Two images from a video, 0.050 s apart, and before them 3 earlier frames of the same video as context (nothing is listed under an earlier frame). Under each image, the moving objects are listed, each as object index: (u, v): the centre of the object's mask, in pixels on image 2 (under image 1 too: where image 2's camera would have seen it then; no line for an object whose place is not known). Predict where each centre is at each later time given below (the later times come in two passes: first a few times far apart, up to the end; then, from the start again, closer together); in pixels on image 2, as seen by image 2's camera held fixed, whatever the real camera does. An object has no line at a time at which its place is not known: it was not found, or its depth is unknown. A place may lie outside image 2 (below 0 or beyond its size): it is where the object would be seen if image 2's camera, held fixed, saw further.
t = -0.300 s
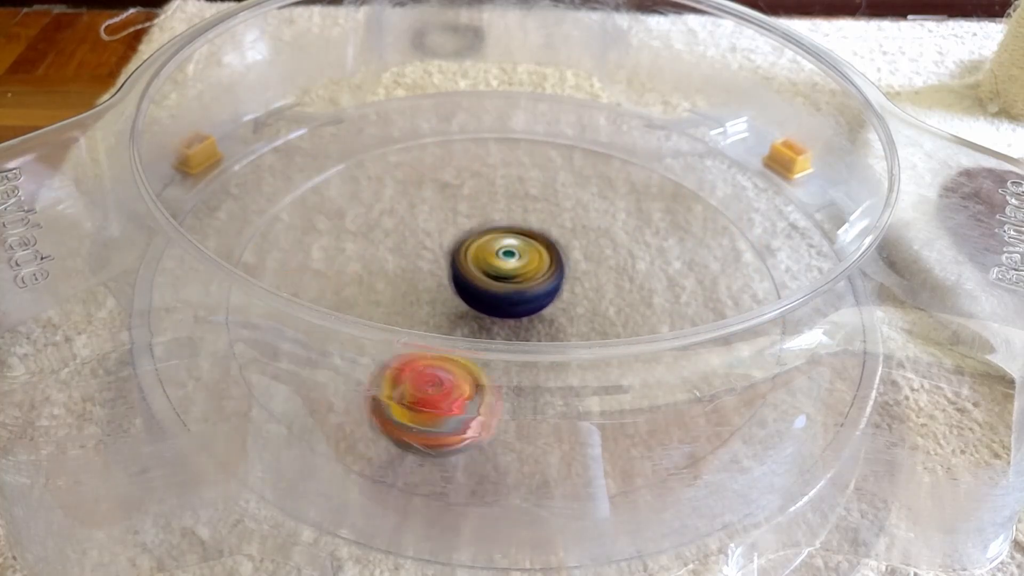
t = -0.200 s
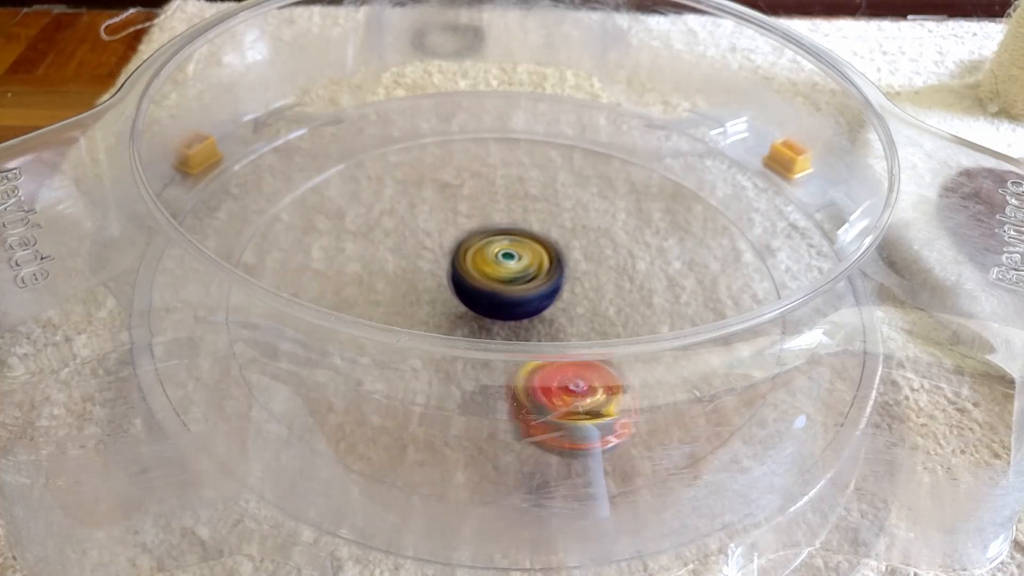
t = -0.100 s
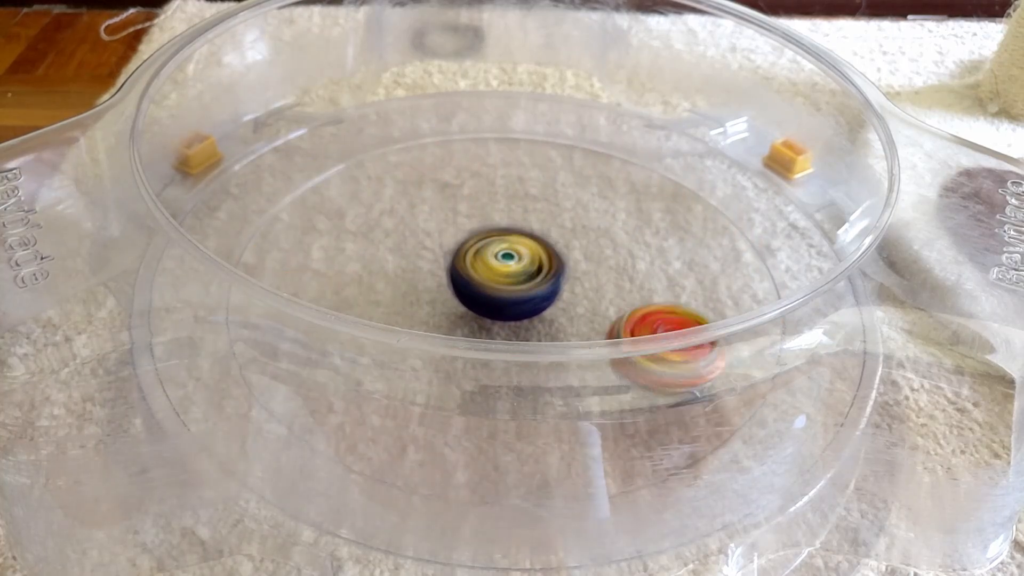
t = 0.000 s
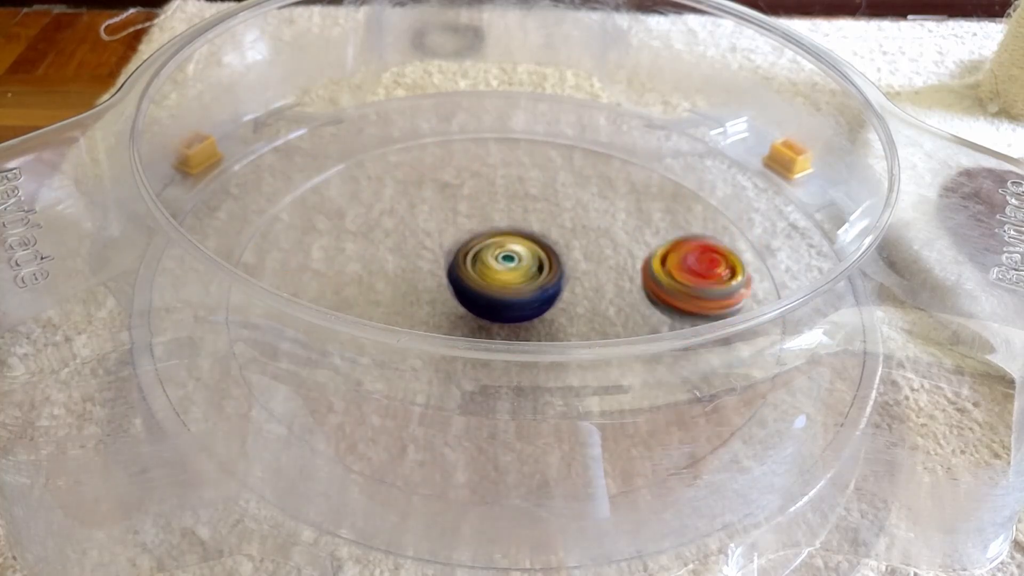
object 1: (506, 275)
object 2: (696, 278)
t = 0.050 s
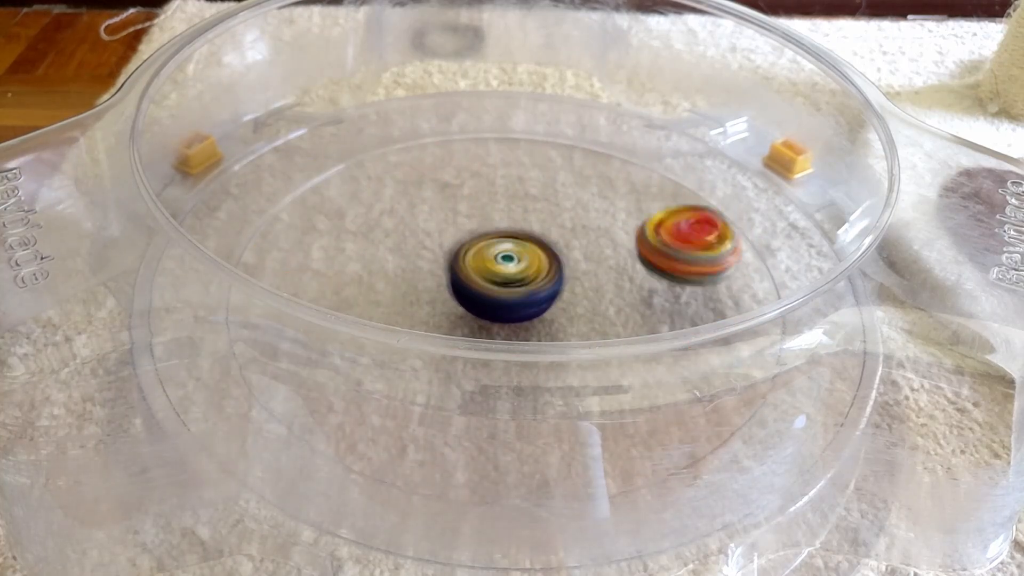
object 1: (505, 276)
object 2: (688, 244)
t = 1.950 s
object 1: (505, 277)
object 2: (503, 399)
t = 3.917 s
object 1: (506, 277)
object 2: (359, 290)
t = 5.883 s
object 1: (508, 274)
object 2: (416, 218)
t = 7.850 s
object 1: (529, 221)
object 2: (632, 280)
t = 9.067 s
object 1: (496, 323)
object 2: (540, 227)
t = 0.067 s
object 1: (506, 276)
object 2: (682, 233)
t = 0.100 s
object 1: (504, 276)
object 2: (667, 214)
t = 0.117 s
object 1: (505, 277)
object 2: (658, 204)
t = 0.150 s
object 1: (505, 277)
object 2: (637, 188)
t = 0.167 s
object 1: (505, 277)
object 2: (625, 181)
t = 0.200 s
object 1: (506, 278)
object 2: (598, 169)
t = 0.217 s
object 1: (505, 278)
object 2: (584, 163)
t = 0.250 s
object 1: (505, 278)
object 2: (555, 155)
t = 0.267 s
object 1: (505, 278)
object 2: (541, 153)
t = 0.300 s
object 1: (506, 280)
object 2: (510, 150)
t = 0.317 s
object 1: (506, 279)
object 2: (495, 149)
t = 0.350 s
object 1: (505, 279)
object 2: (465, 151)
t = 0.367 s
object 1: (506, 279)
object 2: (450, 154)
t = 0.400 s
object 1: (506, 278)
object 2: (421, 160)
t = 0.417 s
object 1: (506, 278)
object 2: (406, 165)
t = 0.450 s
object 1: (505, 278)
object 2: (381, 177)
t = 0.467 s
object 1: (506, 278)
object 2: (370, 184)
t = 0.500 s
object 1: (507, 277)
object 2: (348, 202)
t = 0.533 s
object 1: (507, 277)
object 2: (333, 221)
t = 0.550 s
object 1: (508, 277)
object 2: (327, 232)
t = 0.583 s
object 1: (507, 277)
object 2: (321, 258)
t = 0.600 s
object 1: (508, 277)
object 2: (321, 265)
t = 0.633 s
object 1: (508, 277)
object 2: (331, 281)
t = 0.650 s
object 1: (507, 277)
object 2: (331, 302)
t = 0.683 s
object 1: (507, 276)
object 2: (344, 334)
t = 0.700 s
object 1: (507, 276)
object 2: (353, 348)
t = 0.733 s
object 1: (507, 276)
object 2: (380, 376)
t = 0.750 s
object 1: (507, 276)
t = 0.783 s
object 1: (507, 276)
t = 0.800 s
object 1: (506, 275)
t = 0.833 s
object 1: (506, 276)
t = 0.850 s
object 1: (506, 276)
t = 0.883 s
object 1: (504, 275)
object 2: (564, 405)
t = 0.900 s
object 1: (505, 275)
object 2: (584, 403)
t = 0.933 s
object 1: (504, 275)
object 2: (623, 395)
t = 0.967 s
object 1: (503, 275)
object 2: (656, 385)
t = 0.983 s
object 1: (503, 274)
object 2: (666, 366)
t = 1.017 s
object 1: (502, 274)
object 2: (684, 330)
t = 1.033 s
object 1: (502, 274)
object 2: (690, 325)
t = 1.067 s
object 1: (502, 273)
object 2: (695, 297)
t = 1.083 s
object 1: (501, 273)
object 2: (699, 291)
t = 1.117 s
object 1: (501, 273)
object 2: (699, 273)
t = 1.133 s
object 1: (501, 273)
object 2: (695, 262)
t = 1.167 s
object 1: (501, 273)
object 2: (684, 242)
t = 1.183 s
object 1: (502, 274)
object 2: (677, 233)
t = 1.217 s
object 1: (501, 274)
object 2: (659, 216)
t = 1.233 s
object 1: (501, 273)
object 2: (648, 208)
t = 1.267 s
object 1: (500, 273)
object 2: (624, 195)
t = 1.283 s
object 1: (500, 274)
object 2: (611, 189)
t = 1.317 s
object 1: (500, 274)
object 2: (584, 181)
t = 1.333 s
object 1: (499, 274)
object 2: (569, 176)
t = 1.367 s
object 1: (500, 274)
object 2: (540, 171)
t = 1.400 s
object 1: (499, 274)
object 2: (510, 168)
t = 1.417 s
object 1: (500, 274)
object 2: (495, 168)
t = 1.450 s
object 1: (500, 275)
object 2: (465, 169)
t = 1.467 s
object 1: (500, 274)
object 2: (450, 171)
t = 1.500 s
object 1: (501, 275)
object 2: (422, 177)
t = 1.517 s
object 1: (501, 274)
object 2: (409, 181)
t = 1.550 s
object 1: (501, 274)
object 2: (384, 191)
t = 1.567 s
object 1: (502, 275)
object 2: (371, 197)
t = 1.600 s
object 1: (501, 275)
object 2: (351, 212)
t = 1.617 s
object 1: (501, 275)
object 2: (343, 220)
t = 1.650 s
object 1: (502, 275)
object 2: (330, 239)
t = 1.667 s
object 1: (502, 276)
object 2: (325, 249)
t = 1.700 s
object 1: (502, 276)
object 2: (323, 268)
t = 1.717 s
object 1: (502, 276)
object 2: (325, 274)
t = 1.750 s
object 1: (504, 276)
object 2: (328, 301)
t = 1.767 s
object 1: (504, 276)
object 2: (332, 311)
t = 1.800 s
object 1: (503, 276)
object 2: (347, 344)
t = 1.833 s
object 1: (504, 277)
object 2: (370, 372)
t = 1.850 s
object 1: (505, 277)
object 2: (387, 377)
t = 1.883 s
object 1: (504, 277)
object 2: (424, 389)
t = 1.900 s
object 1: (505, 277)
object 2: (443, 392)
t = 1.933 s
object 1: (505, 277)
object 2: (482, 399)
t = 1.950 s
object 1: (505, 277)
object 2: (503, 399)
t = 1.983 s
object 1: (506, 277)
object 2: (541, 398)
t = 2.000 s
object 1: (506, 277)
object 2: (561, 397)
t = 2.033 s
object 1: (506, 277)
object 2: (596, 388)
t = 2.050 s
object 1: (506, 277)
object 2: (610, 375)
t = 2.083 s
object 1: (505, 276)
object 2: (634, 356)
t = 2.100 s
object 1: (507, 277)
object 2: (643, 337)
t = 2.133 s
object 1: (507, 276)
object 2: (654, 309)
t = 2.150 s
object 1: (507, 276)
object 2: (661, 304)
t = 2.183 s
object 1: (508, 277)
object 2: (671, 290)
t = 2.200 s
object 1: (508, 276)
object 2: (672, 282)
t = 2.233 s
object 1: (508, 276)
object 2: (670, 261)
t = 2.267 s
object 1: (509, 276)
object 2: (662, 242)
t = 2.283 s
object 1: (508, 275)
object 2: (656, 233)
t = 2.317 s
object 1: (509, 276)
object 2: (641, 215)
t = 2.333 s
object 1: (509, 276)
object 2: (632, 208)
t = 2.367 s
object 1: (508, 274)
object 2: (612, 194)
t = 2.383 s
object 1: (508, 274)
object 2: (600, 188)
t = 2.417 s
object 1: (508, 274)
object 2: (576, 178)
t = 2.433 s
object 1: (508, 274)
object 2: (564, 175)
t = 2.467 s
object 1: (507, 275)
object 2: (538, 169)
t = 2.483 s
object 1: (508, 274)
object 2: (524, 168)
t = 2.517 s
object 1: (508, 274)
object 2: (497, 167)
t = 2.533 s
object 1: (507, 274)
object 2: (483, 168)
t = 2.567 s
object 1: (507, 274)
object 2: (457, 171)
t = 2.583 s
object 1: (507, 274)
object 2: (444, 174)
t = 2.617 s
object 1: (506, 274)
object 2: (419, 182)
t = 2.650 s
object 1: (506, 273)
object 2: (397, 194)
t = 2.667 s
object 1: (506, 273)
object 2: (387, 199)
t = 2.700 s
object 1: (506, 273)
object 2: (370, 216)
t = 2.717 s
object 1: (507, 273)
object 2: (363, 224)
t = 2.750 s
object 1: (505, 272)
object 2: (353, 243)
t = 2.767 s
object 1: (506, 272)
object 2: (350, 253)
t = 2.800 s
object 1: (506, 272)
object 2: (350, 274)
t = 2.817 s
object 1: (505, 272)
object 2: (353, 280)
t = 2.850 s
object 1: (506, 272)
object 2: (366, 294)
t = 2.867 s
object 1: (505, 273)
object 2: (367, 314)
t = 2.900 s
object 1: (504, 272)
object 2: (384, 343)
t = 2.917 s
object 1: (504, 272)
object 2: (394, 351)
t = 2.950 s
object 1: (505, 273)
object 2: (423, 369)
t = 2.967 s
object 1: (505, 273)
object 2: (437, 385)
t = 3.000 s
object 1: (504, 273)
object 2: (472, 392)
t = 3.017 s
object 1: (504, 272)
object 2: (491, 395)
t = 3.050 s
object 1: (504, 272)
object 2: (526, 396)
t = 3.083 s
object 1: (504, 273)
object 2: (562, 391)
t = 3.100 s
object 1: (504, 273)
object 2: (578, 389)
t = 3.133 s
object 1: (503, 273)
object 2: (608, 374)
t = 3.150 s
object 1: (503, 273)
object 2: (621, 360)
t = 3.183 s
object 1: (504, 273)
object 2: (642, 337)
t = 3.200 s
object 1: (504, 273)
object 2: (649, 332)
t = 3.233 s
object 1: (502, 274)
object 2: (658, 306)
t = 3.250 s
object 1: (503, 274)
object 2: (664, 302)
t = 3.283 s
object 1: (503, 274)
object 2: (669, 289)
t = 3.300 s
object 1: (504, 274)
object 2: (670, 280)
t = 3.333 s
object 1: (504, 275)
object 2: (663, 261)
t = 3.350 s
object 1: (503, 275)
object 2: (659, 253)
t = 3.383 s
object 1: (503, 274)
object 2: (644, 236)
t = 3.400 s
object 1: (502, 275)
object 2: (637, 228)
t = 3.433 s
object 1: (503, 274)
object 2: (618, 216)
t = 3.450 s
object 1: (502, 275)
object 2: (606, 209)
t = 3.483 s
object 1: (502, 275)
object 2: (583, 200)
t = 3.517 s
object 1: (503, 275)
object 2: (557, 192)
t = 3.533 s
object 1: (503, 275)
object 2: (545, 189)
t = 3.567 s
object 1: (503, 276)
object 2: (518, 186)
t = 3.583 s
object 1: (504, 276)
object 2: (505, 185)
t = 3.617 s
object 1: (504, 276)
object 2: (479, 186)
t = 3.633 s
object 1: (505, 276)
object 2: (465, 187)
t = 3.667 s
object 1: (505, 277)
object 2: (440, 191)
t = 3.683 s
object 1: (505, 276)
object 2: (427, 194)
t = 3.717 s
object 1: (504, 276)
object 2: (405, 202)
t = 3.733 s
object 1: (504, 277)
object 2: (394, 208)
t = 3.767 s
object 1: (504, 276)
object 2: (376, 220)
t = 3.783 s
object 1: (505, 276)
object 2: (368, 228)
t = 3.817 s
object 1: (505, 276)
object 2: (356, 244)
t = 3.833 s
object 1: (506, 277)
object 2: (352, 254)
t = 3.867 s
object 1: (506, 277)
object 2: (349, 271)
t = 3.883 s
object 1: (506, 277)
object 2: (351, 279)
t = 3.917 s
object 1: (506, 277)
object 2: (359, 290)
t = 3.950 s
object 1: (506, 277)
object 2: (367, 316)
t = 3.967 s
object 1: (506, 277)
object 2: (376, 323)
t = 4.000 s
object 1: (506, 277)
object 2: (395, 350)
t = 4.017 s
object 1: (506, 277)
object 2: (407, 358)
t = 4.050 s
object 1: (506, 277)
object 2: (437, 369)
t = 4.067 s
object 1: (505, 277)
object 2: (452, 382)
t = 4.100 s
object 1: (506, 276)
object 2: (485, 387)
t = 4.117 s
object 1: (506, 276)
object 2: (502, 387)
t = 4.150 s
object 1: (504, 277)
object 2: (536, 376)
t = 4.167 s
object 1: (504, 276)
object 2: (552, 369)
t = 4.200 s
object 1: (506, 277)
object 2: (580, 361)
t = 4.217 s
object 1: (506, 276)
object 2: (591, 361)
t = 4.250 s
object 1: (504, 277)
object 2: (612, 333)
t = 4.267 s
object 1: (504, 276)
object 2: (622, 325)
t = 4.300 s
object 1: (504, 276)
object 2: (633, 307)
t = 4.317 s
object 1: (504, 276)
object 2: (639, 301)
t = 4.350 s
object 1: (504, 276)
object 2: (645, 288)
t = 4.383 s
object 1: (505, 276)
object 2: (644, 270)
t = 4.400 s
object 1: (504, 276)
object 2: (643, 261)
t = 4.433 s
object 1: (504, 275)
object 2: (635, 245)
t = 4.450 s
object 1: (503, 275)
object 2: (630, 237)
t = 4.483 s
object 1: (503, 275)
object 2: (616, 223)
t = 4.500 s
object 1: (503, 275)
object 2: (608, 217)
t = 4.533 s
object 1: (502, 275)
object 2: (591, 205)
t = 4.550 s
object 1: (503, 276)
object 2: (580, 201)
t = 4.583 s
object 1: (504, 275)
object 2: (558, 193)
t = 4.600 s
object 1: (503, 274)
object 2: (547, 190)
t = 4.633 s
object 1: (502, 275)
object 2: (523, 187)
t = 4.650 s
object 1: (503, 275)
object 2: (512, 185)
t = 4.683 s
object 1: (503, 276)
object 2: (488, 186)
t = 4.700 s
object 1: (502, 274)
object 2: (477, 187)
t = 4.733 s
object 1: (502, 274)
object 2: (454, 191)
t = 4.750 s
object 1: (502, 275)
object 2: (443, 194)
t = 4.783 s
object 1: (502, 274)
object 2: (423, 203)
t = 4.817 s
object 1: (502, 275)
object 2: (405, 213)
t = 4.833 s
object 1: (501, 275)
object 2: (397, 221)
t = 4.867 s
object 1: (501, 274)
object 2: (385, 234)
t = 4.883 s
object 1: (501, 275)
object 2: (381, 242)
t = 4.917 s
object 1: (500, 274)
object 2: (375, 258)
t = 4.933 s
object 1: (501, 274)
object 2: (374, 267)
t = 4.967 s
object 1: (501, 274)
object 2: (378, 284)
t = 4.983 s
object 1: (501, 274)
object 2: (381, 288)
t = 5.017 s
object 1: (501, 274)
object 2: (395, 299)
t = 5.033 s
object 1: (501, 275)
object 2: (398, 312)
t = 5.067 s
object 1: (503, 275)
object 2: (415, 331)
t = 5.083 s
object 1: (502, 274)
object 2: (427, 333)
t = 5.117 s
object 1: (502, 273)
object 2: (449, 355)
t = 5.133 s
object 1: (502, 273)
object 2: (463, 361)
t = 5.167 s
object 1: (503, 273)
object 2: (490, 369)
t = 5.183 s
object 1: (502, 272)
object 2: (503, 370)
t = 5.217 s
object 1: (501, 273)
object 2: (535, 369)
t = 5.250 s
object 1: (503, 274)
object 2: (563, 362)
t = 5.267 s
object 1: (503, 274)
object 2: (575, 361)
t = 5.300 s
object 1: (502, 273)
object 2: (596, 341)
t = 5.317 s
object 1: (502, 273)
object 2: (606, 339)
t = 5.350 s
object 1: (502, 274)
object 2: (621, 324)
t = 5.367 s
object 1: (503, 274)
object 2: (627, 311)
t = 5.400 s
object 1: (503, 274)
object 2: (635, 303)
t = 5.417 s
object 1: (503, 274)
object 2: (638, 296)
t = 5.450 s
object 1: (504, 273)
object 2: (640, 282)
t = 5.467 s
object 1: (504, 273)
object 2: (638, 274)
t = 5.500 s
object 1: (504, 273)
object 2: (631, 259)
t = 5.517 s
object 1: (504, 273)
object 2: (627, 252)
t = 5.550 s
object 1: (506, 274)
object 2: (615, 239)
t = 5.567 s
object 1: (505, 274)
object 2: (608, 233)
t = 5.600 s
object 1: (505, 273)
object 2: (591, 222)
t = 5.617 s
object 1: (505, 273)
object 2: (582, 217)
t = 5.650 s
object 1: (504, 274)
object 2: (563, 209)
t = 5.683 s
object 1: (507, 273)
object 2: (543, 202)
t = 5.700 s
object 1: (507, 273)
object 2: (531, 201)
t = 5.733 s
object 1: (507, 274)
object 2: (508, 199)
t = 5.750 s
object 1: (507, 274)
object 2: (497, 198)
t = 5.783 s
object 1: (508, 274)
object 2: (475, 200)
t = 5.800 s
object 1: (508, 274)
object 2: (464, 201)
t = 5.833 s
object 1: (508, 274)
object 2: (444, 206)
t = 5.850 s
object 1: (508, 274)
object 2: (434, 210)
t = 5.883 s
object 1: (508, 274)
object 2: (416, 218)
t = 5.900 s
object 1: (508, 274)
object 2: (409, 222)
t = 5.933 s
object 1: (508, 274)
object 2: (395, 233)
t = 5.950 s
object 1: (507, 273)
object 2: (390, 238)
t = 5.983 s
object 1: (507, 273)
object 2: (382, 252)
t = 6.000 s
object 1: (506, 273)
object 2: (379, 259)
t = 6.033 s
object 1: (507, 273)
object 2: (378, 274)
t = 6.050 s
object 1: (507, 273)
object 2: (380, 282)
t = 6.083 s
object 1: (506, 273)
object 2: (387, 292)
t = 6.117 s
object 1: (507, 274)
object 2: (400, 300)
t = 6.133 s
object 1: (507, 274)
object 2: (408, 304)
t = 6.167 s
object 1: (507, 273)
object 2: (421, 327)
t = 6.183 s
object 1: (508, 273)
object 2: (431, 333)
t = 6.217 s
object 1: (507, 271)
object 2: (455, 337)
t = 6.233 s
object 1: (507, 271)
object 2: (468, 339)
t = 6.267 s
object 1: (506, 270)
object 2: (488, 359)
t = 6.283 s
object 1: (506, 269)
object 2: (505, 360)
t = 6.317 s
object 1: (504, 269)
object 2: (530, 342)
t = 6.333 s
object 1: (503, 269)
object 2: (541, 343)
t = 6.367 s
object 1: (503, 269)
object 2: (563, 342)
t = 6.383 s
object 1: (503, 269)
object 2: (574, 337)
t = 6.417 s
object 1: (504, 268)
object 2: (592, 326)
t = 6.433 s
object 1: (503, 268)
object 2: (598, 315)
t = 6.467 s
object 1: (503, 267)
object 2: (611, 308)
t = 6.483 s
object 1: (502, 266)
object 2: (616, 305)
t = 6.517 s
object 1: (502, 265)
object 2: (623, 296)
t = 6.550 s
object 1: (502, 265)
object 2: (626, 282)
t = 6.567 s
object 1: (501, 265)
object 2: (625, 275)
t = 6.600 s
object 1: (501, 264)
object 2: (622, 262)
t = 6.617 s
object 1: (500, 264)
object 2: (618, 256)
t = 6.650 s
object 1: (500, 264)
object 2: (609, 243)
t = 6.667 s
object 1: (499, 264)
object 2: (604, 238)
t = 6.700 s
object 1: (497, 265)
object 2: (593, 227)
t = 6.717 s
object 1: (496, 266)
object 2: (586, 221)
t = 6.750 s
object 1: (492, 267)
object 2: (571, 211)
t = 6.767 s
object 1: (491, 268)
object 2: (564, 208)
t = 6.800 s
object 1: (489, 269)
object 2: (545, 201)
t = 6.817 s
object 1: (489, 270)
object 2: (537, 199)
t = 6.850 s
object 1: (488, 271)
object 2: (518, 195)
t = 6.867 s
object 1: (488, 272)
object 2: (508, 194)
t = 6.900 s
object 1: (486, 274)
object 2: (489, 194)
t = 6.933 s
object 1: (485, 276)
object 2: (470, 197)
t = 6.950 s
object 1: (486, 277)
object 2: (462, 199)
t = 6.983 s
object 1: (486, 278)
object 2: (444, 205)
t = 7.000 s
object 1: (486, 279)
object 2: (436, 208)
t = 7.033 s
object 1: (486, 281)
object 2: (421, 217)
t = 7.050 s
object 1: (487, 281)
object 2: (414, 223)
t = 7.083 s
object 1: (493, 285)
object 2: (400, 232)
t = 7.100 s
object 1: (496, 287)
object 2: (394, 237)
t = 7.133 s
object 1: (501, 290)
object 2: (385, 249)
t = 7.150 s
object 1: (503, 292)
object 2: (381, 255)
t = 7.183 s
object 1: (509, 295)
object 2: (377, 270)
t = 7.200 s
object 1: (511, 295)
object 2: (377, 279)
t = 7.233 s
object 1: (516, 296)
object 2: (382, 288)
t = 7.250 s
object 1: (518, 296)
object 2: (387, 292)
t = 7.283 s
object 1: (524, 297)
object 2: (399, 301)
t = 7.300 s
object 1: (526, 298)
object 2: (402, 313)
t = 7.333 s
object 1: (531, 298)
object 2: (418, 328)
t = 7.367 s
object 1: (536, 297)
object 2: (439, 336)
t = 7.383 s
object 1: (539, 296)
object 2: (446, 355)
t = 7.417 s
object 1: (545, 291)
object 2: (468, 361)
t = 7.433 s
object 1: (548, 287)
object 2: (476, 370)
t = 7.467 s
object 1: (554, 280)
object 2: (496, 388)
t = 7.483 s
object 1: (557, 278)
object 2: (509, 394)
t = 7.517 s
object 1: (561, 273)
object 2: (536, 394)
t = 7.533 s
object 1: (563, 271)
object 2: (548, 395)
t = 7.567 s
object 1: (565, 266)
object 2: (574, 390)
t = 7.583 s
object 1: (566, 264)
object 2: (584, 390)
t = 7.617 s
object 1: (566, 259)
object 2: (605, 375)
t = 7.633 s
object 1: (566, 257)
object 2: (613, 371)
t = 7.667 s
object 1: (565, 252)
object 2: (626, 357)
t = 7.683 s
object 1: (564, 250)
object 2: (628, 338)
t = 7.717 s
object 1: (561, 246)
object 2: (635, 322)
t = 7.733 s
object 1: (560, 244)
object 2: (634, 310)
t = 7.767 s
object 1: (556, 240)
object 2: (635, 302)
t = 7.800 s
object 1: (551, 236)
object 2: (630, 291)
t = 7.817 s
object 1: (544, 232)
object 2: (631, 287)
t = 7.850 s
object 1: (529, 221)
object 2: (632, 280)
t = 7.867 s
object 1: (522, 217)
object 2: (631, 277)
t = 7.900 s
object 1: (512, 210)
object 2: (623, 268)
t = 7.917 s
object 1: (507, 208)
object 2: (617, 265)
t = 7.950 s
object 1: (500, 205)
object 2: (604, 256)
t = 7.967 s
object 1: (495, 203)
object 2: (596, 252)
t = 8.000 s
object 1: (487, 202)
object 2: (579, 247)
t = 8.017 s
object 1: (478, 200)
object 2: (578, 246)
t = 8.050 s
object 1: (446, 190)
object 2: (591, 254)
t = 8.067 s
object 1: (433, 185)
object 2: (595, 256)
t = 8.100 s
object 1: (411, 181)
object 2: (601, 261)
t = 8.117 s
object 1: (403, 179)
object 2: (603, 264)
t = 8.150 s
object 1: (387, 178)
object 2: (606, 269)
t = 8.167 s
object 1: (380, 178)
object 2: (608, 271)
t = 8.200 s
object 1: (368, 179)
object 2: (608, 276)
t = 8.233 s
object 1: (359, 182)
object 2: (607, 278)
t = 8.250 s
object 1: (355, 184)
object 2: (605, 281)
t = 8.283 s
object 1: (349, 191)
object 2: (602, 284)
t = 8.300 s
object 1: (347, 194)
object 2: (600, 285)
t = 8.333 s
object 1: (343, 203)
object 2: (594, 290)
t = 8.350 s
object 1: (343, 207)
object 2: (590, 292)
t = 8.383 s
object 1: (343, 217)
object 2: (584, 295)
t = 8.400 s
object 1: (345, 224)
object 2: (579, 298)
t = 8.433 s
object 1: (349, 236)
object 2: (568, 302)
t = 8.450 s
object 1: (353, 244)
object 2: (563, 303)
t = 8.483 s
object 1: (359, 256)
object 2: (554, 306)
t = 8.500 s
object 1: (364, 263)
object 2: (549, 308)
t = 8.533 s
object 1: (378, 279)
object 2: (542, 311)
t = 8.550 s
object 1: (385, 285)
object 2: (537, 311)
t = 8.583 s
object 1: (400, 295)
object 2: (527, 314)
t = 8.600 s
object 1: (400, 296)
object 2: (536, 314)
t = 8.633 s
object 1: (382, 310)
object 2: (565, 314)
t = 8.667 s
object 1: (373, 317)
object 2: (589, 312)
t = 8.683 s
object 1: (371, 320)
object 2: (598, 311)
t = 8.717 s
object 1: (376, 322)
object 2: (610, 308)
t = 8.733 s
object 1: (379, 323)
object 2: (614, 307)
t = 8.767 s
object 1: (387, 325)
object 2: (621, 302)
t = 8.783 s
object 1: (394, 326)
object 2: (623, 299)
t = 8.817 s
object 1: (405, 328)
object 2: (623, 291)
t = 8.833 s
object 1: (412, 330)
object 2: (621, 287)
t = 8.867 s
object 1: (425, 331)
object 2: (613, 278)
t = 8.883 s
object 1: (432, 332)
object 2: (607, 275)
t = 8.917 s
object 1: (449, 330)
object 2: (594, 269)
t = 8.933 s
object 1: (459, 328)
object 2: (587, 266)
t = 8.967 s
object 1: (476, 314)
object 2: (572, 261)
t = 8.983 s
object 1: (485, 312)
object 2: (564, 259)
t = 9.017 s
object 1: (496, 309)
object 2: (551, 250)
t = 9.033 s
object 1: (495, 309)
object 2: (547, 241)
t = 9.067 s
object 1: (496, 323)
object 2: (540, 227)
